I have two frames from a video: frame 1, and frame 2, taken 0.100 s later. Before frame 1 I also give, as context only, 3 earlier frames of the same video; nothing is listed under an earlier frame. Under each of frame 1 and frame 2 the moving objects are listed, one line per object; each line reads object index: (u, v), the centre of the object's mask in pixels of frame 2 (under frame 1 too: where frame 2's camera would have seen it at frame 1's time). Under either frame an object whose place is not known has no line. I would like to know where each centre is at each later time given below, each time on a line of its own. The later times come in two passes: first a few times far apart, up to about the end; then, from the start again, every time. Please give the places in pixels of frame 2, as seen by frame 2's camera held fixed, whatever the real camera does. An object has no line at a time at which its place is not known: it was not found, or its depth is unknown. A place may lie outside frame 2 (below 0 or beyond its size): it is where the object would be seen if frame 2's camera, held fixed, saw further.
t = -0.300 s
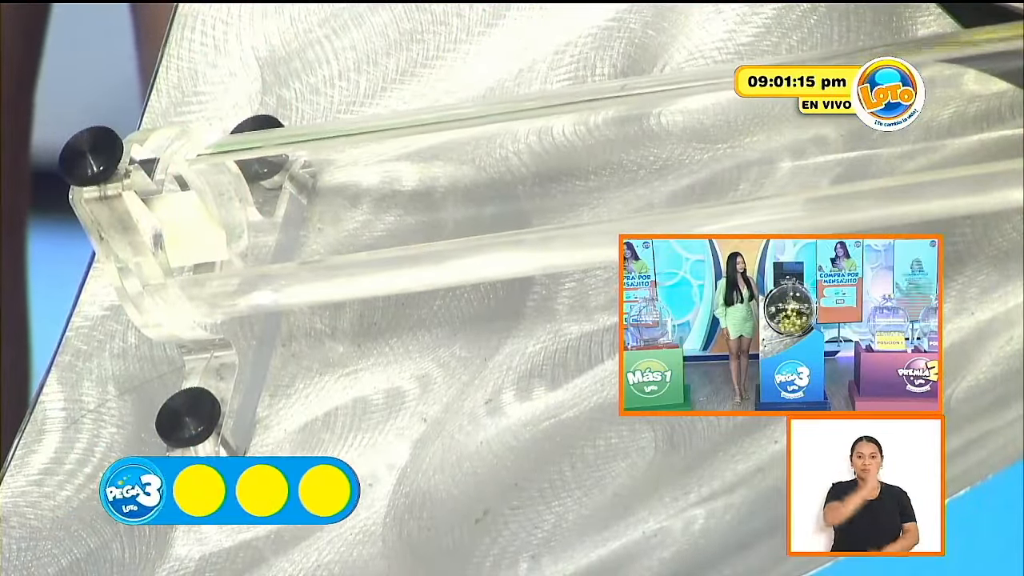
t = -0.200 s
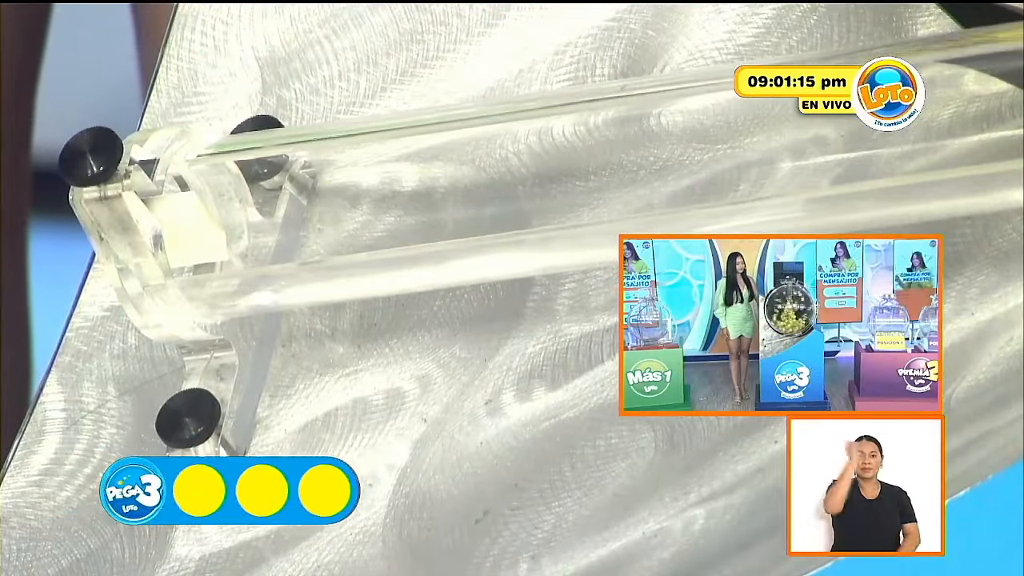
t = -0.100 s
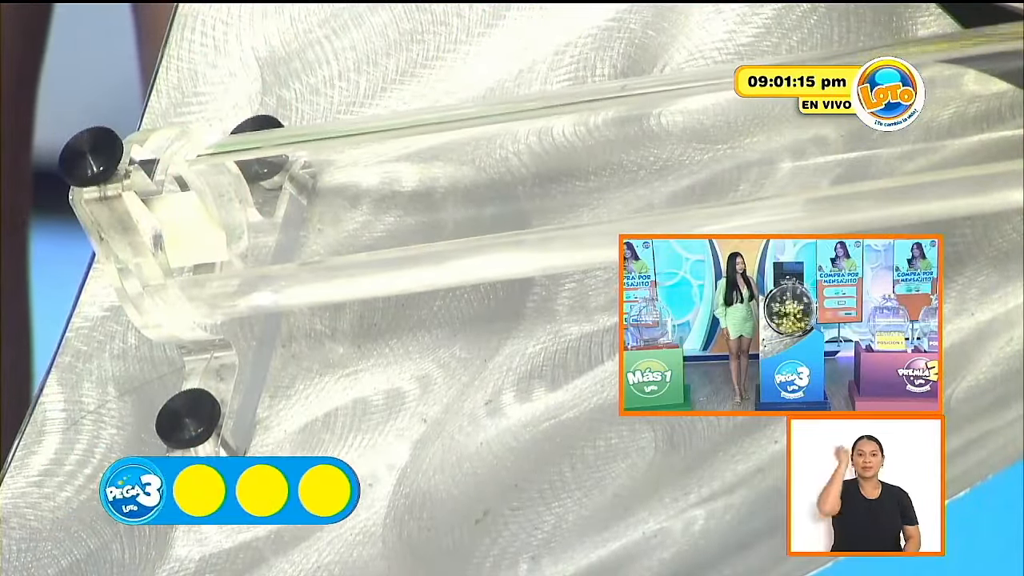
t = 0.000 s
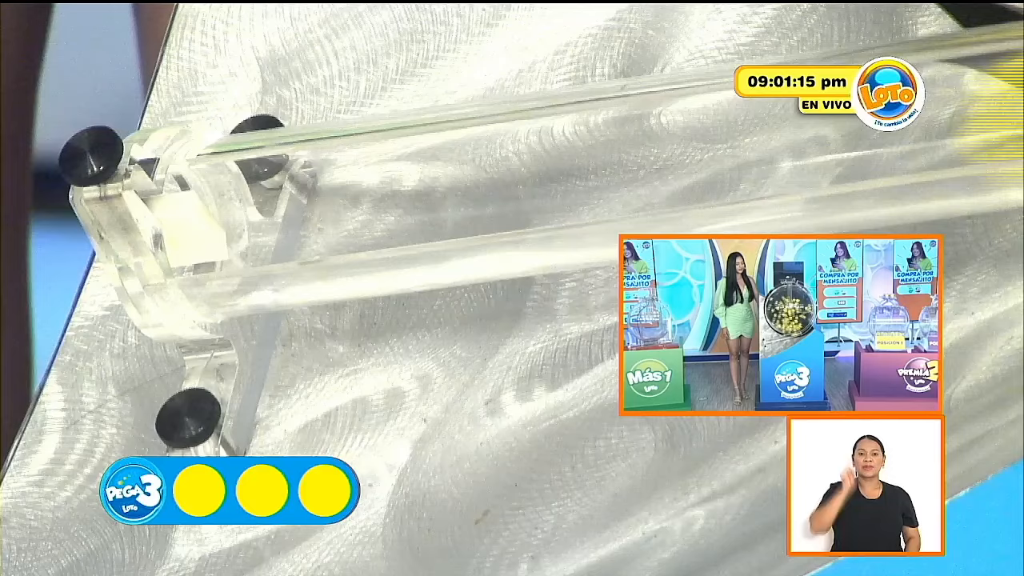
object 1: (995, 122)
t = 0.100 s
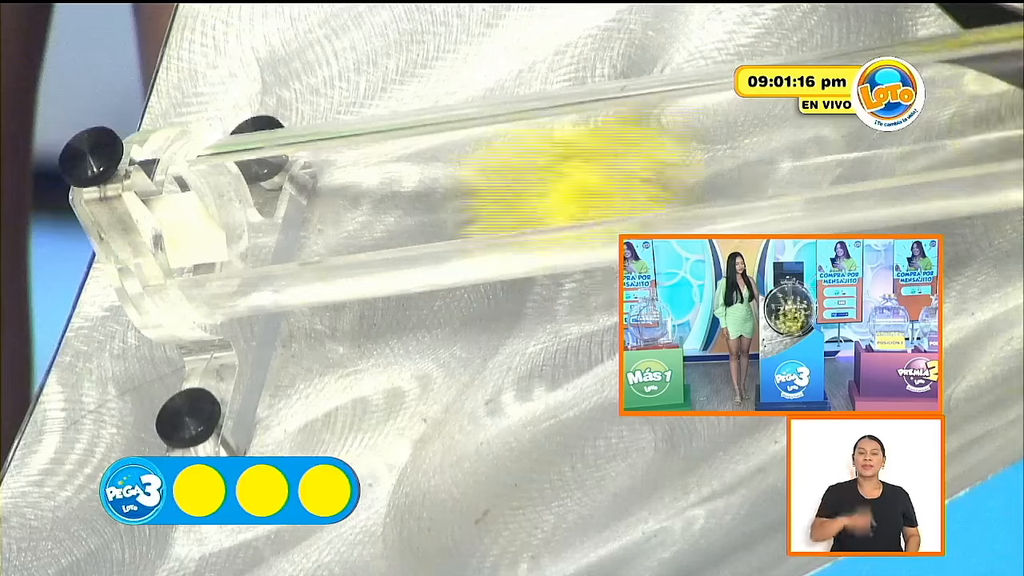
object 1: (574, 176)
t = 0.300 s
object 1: (362, 203)
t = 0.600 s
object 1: (291, 214)
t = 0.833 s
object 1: (291, 215)
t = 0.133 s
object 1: (409, 199)
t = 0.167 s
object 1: (302, 211)
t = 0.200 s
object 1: (334, 207)
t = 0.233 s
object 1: (352, 203)
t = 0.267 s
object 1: (364, 202)
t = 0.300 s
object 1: (362, 203)
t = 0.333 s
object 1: (349, 212)
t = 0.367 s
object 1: (332, 214)
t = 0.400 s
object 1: (306, 213)
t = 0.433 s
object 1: (294, 213)
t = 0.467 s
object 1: (293, 214)
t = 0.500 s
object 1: (292, 214)
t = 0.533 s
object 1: (291, 214)
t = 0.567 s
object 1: (291, 215)
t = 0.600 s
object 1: (291, 214)
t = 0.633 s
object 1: (291, 215)
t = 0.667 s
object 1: (291, 215)
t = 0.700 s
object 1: (291, 215)
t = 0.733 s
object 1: (291, 215)
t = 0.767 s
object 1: (291, 215)
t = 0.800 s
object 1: (291, 215)
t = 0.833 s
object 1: (291, 215)
